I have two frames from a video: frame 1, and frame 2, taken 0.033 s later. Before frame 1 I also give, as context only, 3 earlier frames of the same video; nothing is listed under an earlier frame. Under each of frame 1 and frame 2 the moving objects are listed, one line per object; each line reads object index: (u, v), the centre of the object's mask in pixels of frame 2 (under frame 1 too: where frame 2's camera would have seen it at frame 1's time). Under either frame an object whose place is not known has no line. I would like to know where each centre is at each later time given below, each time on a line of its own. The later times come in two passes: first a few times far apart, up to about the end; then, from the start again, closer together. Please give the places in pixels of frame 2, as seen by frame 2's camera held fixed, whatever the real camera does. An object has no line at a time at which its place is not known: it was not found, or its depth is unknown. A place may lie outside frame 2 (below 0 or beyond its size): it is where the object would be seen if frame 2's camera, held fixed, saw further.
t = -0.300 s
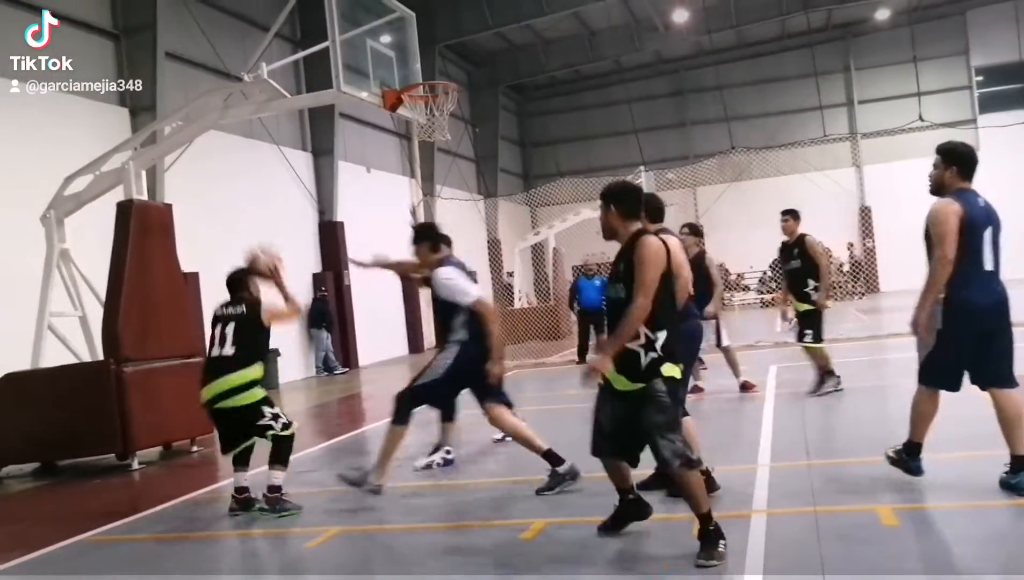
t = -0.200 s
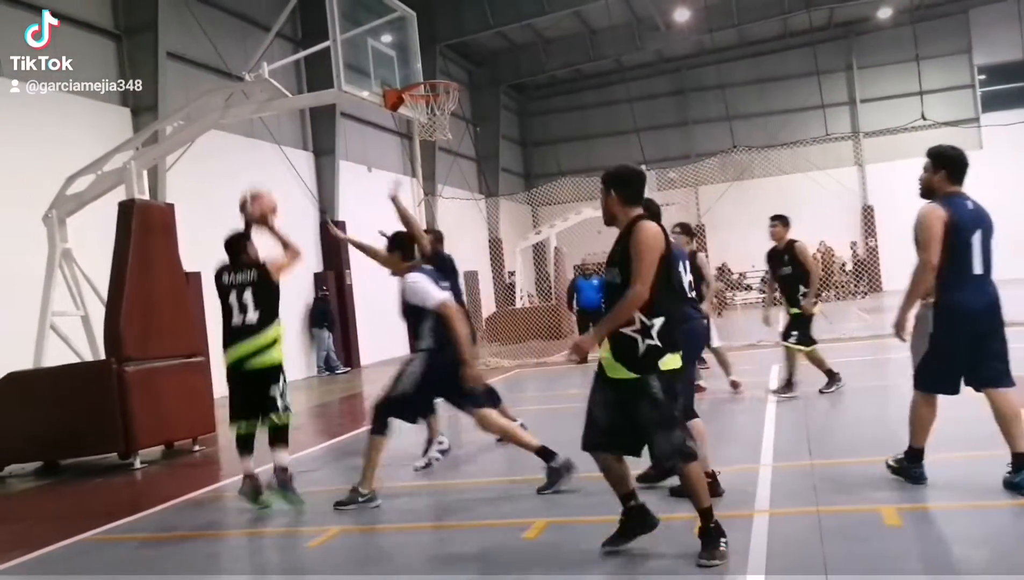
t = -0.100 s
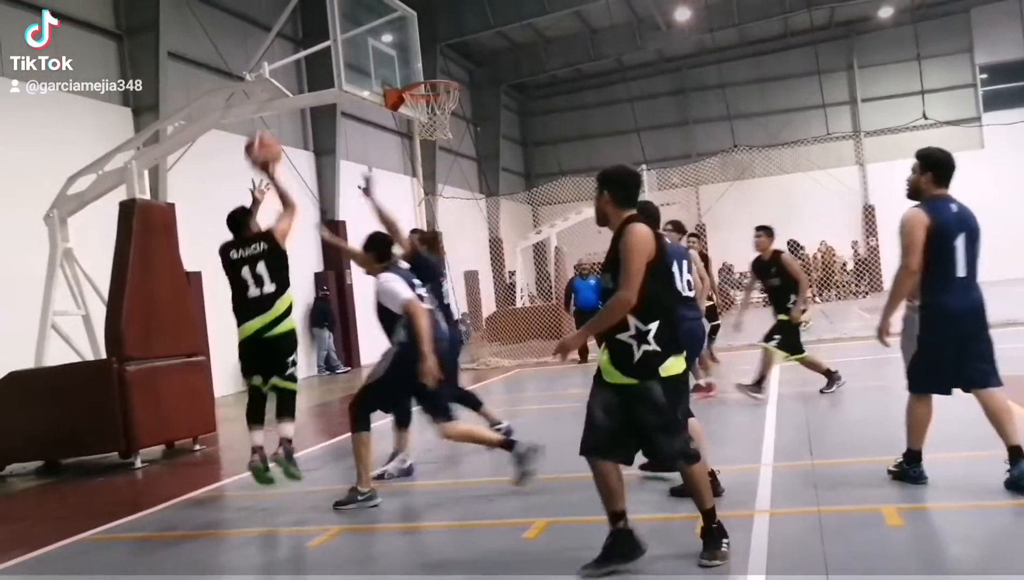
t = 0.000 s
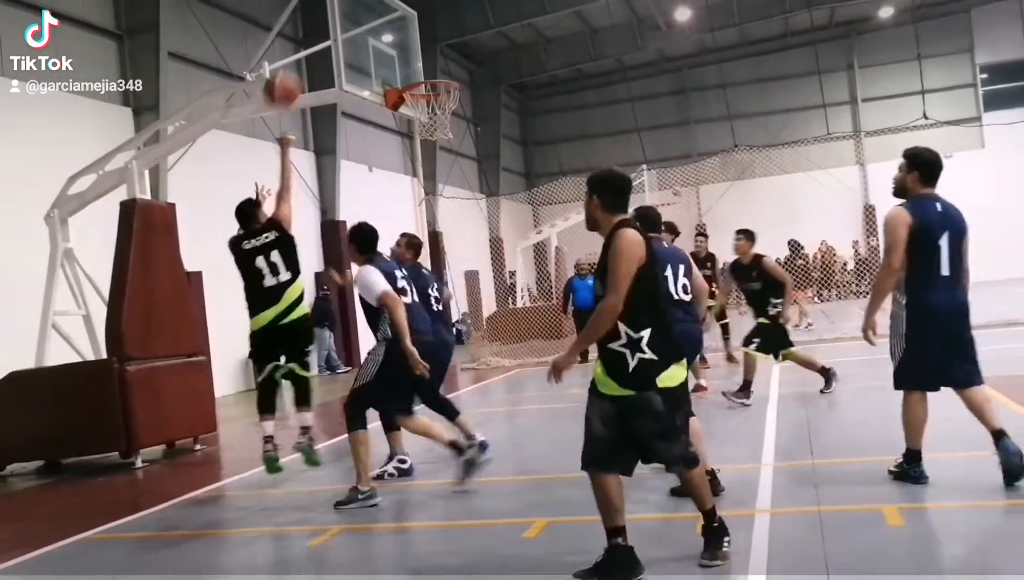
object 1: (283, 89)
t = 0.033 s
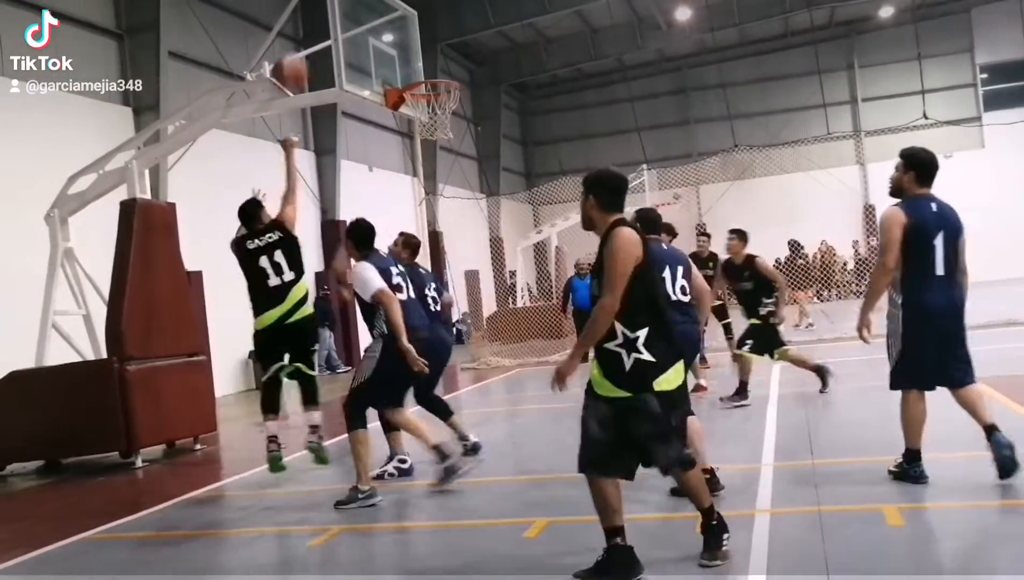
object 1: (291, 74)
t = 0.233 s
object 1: (335, 10)
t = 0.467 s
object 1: (382, 10)
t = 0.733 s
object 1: (437, 83)
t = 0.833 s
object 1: (436, 106)
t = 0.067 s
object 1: (298, 58)
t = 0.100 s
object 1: (307, 46)
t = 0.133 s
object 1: (314, 31)
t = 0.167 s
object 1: (320, 24)
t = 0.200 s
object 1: (328, 14)
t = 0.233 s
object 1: (335, 10)
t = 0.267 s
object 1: (342, 9)
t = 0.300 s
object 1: (347, 7)
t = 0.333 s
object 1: (355, 6)
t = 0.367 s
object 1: (362, 4)
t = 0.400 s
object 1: (369, 4)
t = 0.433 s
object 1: (374, 6)
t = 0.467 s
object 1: (382, 10)
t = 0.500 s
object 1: (390, 16)
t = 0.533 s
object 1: (395, 22)
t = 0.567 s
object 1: (402, 30)
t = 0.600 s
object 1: (409, 39)
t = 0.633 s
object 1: (415, 49)
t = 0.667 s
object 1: (423, 61)
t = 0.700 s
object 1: (429, 70)
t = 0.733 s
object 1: (437, 83)
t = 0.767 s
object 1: (437, 99)
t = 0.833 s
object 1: (436, 106)
